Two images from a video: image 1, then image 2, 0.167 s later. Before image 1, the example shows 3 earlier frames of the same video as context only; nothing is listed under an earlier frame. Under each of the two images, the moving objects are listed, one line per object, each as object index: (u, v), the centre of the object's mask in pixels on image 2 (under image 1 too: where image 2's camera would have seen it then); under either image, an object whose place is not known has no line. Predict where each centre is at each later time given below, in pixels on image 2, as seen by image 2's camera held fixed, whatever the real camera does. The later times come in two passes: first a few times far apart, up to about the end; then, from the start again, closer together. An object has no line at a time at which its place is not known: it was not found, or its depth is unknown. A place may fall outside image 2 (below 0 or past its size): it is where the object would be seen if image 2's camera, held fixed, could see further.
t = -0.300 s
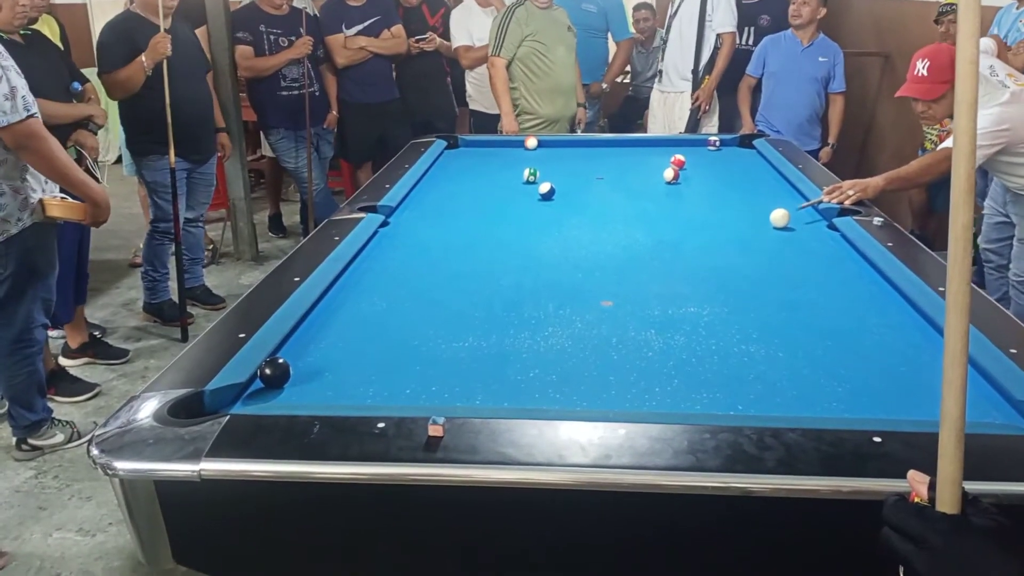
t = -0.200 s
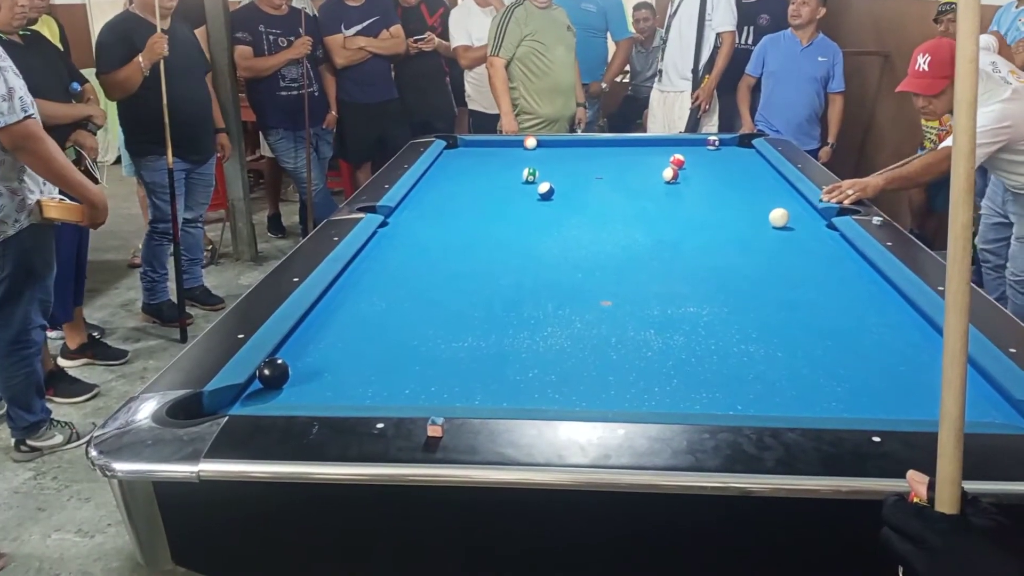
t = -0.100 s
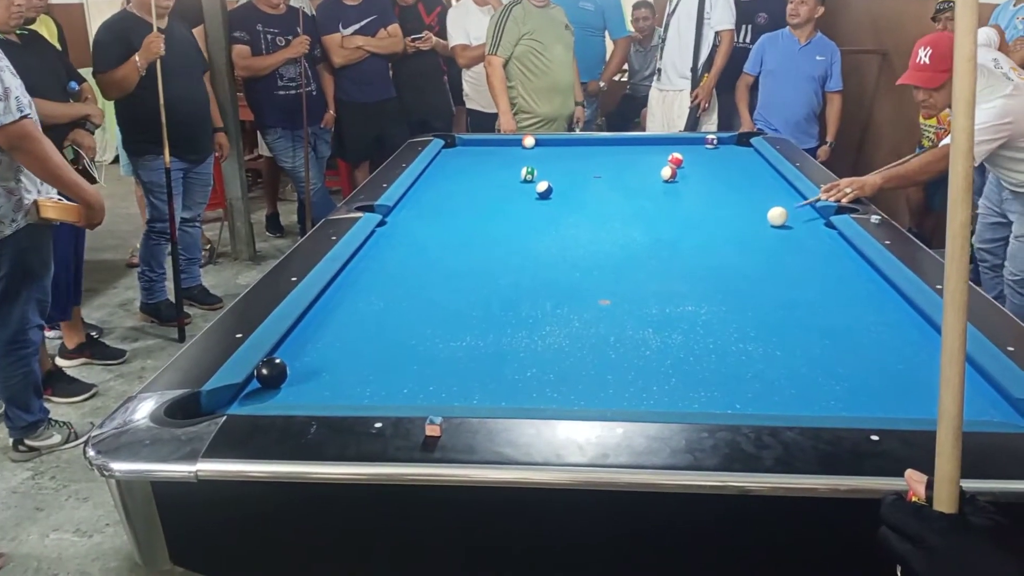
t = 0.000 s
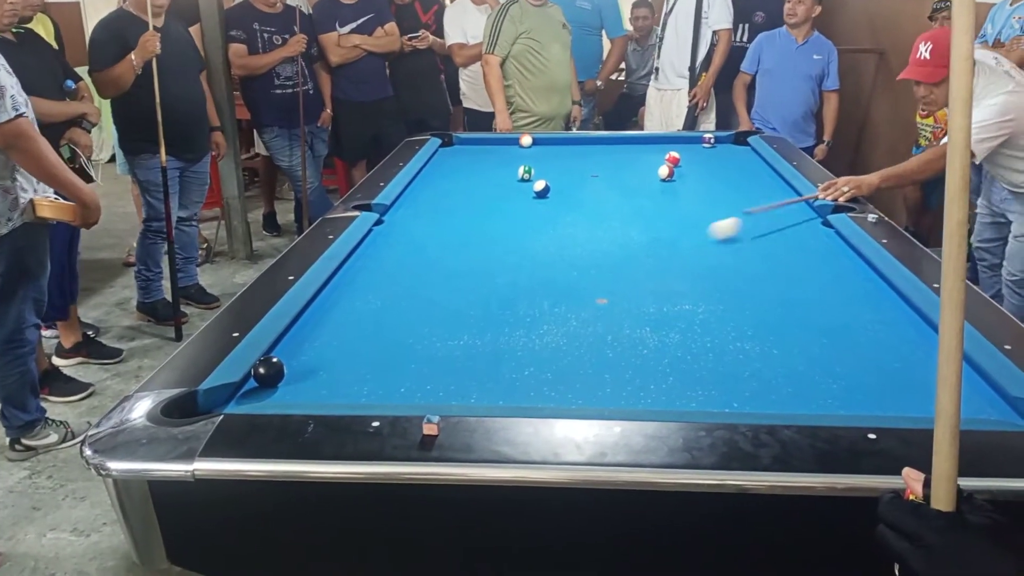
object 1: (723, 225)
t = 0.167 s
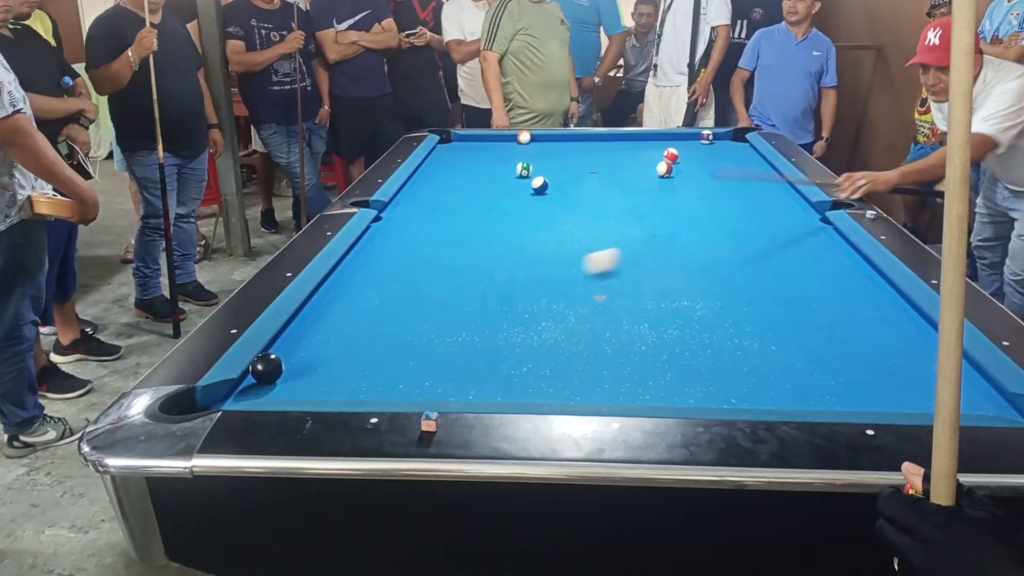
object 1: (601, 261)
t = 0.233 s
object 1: (544, 278)
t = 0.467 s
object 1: (286, 350)
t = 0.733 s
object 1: (430, 367)
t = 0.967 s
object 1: (569, 388)
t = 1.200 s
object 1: (700, 396)
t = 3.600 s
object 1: (596, 279)
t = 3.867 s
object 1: (565, 270)
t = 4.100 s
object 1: (541, 263)
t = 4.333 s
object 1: (519, 257)
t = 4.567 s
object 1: (500, 252)
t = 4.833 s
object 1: (480, 246)
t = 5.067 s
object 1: (465, 242)
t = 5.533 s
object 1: (439, 237)
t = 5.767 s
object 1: (429, 233)
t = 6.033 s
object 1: (419, 230)
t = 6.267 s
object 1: (413, 228)
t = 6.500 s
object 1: (408, 226)
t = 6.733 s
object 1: (405, 225)
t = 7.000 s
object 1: (402, 224)
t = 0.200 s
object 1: (573, 269)
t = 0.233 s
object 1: (544, 278)
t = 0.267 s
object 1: (513, 287)
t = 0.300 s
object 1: (480, 296)
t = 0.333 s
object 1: (445, 306)
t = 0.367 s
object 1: (408, 317)
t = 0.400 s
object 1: (369, 329)
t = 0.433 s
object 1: (326, 341)
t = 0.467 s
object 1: (286, 350)
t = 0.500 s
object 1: (287, 354)
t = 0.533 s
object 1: (311, 354)
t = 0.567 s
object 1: (333, 355)
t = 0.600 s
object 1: (355, 356)
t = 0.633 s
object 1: (374, 358)
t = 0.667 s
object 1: (393, 361)
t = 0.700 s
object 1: (411, 364)
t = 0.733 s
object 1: (430, 367)
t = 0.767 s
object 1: (450, 370)
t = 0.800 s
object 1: (469, 373)
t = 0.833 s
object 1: (488, 376)
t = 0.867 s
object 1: (508, 379)
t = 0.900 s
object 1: (529, 383)
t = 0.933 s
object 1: (548, 385)
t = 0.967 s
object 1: (569, 388)
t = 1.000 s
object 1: (589, 391)
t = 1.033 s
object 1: (611, 393)
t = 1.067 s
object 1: (633, 395)
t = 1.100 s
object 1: (654, 397)
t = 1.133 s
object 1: (670, 396)
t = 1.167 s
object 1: (685, 396)
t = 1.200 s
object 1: (700, 396)
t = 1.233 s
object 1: (716, 395)
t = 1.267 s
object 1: (731, 395)
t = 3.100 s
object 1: (670, 298)
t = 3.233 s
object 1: (648, 293)
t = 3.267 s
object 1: (643, 291)
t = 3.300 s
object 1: (638, 290)
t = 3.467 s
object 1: (614, 283)
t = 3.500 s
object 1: (610, 282)
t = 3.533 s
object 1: (605, 281)
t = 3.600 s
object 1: (596, 279)
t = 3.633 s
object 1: (592, 278)
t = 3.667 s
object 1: (588, 276)
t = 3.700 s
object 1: (584, 275)
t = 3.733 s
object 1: (580, 274)
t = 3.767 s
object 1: (576, 273)
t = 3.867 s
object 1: (565, 270)
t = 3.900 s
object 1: (561, 269)
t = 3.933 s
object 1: (558, 268)
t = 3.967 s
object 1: (554, 267)
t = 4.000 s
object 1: (551, 266)
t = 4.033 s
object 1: (548, 265)
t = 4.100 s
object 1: (541, 263)
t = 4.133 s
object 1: (537, 262)
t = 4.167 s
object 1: (534, 261)
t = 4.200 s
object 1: (531, 260)
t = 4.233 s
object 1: (528, 259)
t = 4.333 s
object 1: (519, 257)
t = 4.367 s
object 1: (516, 256)
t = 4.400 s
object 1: (513, 255)
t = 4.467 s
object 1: (508, 253)
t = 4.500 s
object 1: (505, 253)
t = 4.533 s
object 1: (502, 252)
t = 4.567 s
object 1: (500, 252)
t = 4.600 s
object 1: (497, 251)
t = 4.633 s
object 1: (494, 250)
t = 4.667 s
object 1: (492, 249)
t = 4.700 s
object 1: (490, 249)
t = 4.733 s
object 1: (487, 248)
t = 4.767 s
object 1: (484, 248)
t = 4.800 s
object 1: (482, 247)
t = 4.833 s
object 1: (480, 246)
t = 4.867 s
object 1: (478, 246)
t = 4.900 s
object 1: (475, 245)
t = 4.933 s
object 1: (473, 245)
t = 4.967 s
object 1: (471, 244)
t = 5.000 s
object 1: (468, 244)
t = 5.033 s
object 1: (467, 243)
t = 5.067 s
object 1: (465, 242)
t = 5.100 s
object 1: (462, 242)
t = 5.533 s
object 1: (439, 237)
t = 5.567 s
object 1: (437, 236)
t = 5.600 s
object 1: (436, 235)
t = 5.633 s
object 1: (434, 235)
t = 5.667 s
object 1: (433, 235)
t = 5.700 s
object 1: (431, 234)
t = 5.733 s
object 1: (430, 234)
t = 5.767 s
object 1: (429, 233)
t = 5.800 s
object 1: (428, 233)
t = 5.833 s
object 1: (426, 233)
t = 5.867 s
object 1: (425, 232)
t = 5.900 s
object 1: (424, 232)
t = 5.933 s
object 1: (422, 232)
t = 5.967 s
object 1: (421, 232)
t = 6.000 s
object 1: (420, 231)
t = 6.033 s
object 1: (419, 230)
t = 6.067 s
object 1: (418, 230)
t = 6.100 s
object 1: (417, 230)
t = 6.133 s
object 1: (416, 230)
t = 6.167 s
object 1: (415, 230)
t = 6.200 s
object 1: (414, 229)
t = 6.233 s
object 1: (414, 229)
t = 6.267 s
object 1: (413, 228)
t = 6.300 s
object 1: (412, 228)
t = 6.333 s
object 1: (411, 228)
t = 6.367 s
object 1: (411, 228)
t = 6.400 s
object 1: (410, 227)
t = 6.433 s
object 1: (409, 227)
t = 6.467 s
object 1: (408, 227)
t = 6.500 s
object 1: (408, 226)
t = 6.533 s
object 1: (407, 226)
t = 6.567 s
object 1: (407, 226)
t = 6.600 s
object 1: (406, 226)
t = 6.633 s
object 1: (406, 226)
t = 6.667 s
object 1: (405, 225)
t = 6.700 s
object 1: (405, 225)
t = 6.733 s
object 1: (405, 225)
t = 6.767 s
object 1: (404, 225)
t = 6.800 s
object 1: (404, 224)
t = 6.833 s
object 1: (403, 225)
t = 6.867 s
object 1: (403, 224)
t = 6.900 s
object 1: (403, 224)
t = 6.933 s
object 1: (403, 224)
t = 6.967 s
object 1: (402, 224)
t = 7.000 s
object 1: (402, 224)
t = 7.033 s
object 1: (402, 224)
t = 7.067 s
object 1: (401, 223)
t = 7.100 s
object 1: (401, 223)
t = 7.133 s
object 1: (401, 223)
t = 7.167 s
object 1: (400, 223)
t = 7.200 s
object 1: (400, 223)
